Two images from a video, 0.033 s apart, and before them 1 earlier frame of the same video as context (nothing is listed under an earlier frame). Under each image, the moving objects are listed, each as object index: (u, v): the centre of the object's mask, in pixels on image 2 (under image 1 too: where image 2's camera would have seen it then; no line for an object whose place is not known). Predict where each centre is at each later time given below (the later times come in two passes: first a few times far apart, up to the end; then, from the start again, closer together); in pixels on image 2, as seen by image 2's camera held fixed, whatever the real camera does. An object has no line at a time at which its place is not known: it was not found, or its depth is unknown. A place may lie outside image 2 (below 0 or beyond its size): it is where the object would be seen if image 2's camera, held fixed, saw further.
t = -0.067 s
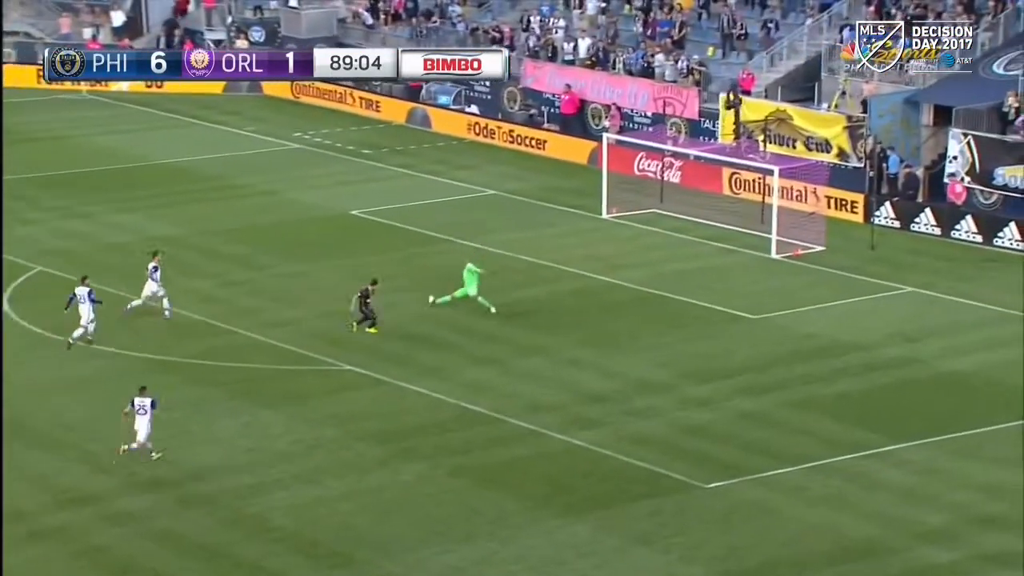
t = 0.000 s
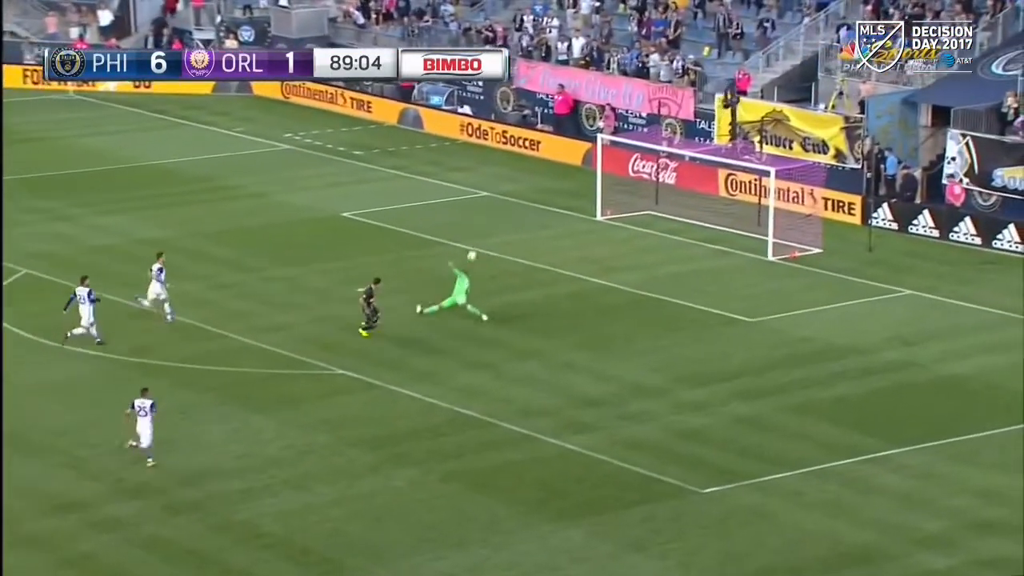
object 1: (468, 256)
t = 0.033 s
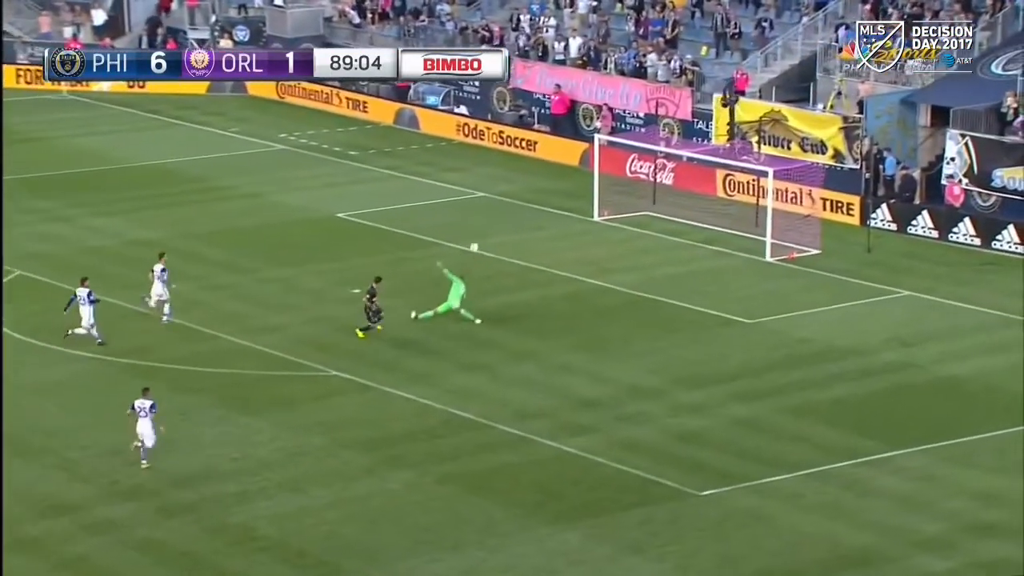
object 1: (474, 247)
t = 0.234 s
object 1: (509, 209)
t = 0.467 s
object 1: (546, 194)
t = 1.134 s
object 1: (518, 168)
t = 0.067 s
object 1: (480, 239)
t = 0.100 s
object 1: (486, 232)
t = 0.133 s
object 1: (492, 225)
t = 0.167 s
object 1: (497, 218)
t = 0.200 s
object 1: (504, 213)
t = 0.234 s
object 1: (509, 209)
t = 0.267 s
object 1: (515, 205)
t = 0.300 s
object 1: (520, 202)
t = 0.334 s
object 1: (526, 199)
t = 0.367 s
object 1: (531, 197)
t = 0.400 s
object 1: (536, 195)
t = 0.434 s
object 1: (541, 194)
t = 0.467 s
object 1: (546, 194)
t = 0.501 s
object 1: (551, 194)
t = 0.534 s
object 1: (556, 195)
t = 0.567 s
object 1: (561, 197)
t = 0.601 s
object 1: (565, 198)
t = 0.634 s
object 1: (569, 200)
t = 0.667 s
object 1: (574, 203)
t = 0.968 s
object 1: (563, 189)
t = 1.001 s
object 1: (554, 184)
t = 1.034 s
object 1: (545, 179)
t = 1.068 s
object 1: (537, 176)
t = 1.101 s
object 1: (528, 172)
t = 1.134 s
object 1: (518, 168)
